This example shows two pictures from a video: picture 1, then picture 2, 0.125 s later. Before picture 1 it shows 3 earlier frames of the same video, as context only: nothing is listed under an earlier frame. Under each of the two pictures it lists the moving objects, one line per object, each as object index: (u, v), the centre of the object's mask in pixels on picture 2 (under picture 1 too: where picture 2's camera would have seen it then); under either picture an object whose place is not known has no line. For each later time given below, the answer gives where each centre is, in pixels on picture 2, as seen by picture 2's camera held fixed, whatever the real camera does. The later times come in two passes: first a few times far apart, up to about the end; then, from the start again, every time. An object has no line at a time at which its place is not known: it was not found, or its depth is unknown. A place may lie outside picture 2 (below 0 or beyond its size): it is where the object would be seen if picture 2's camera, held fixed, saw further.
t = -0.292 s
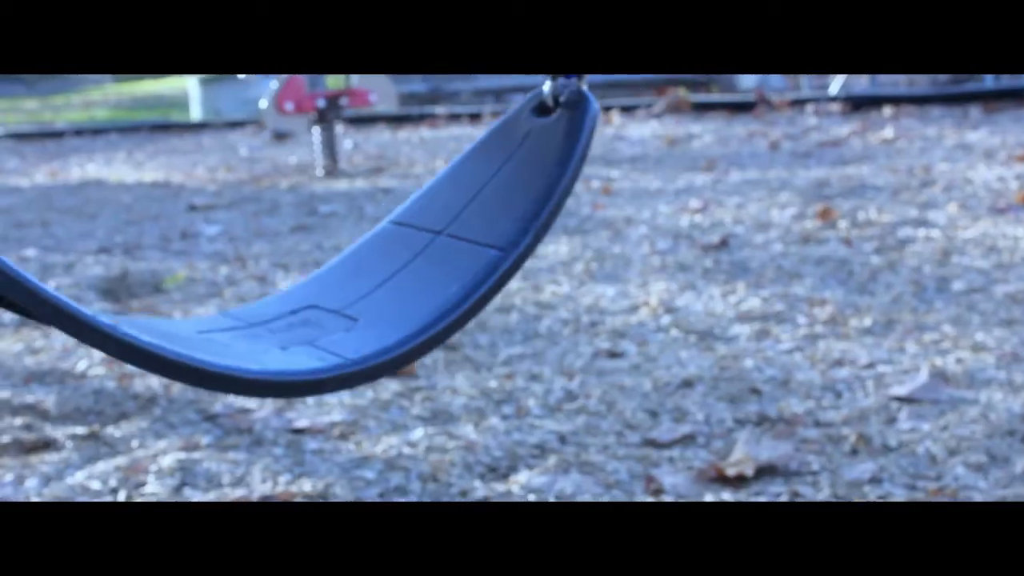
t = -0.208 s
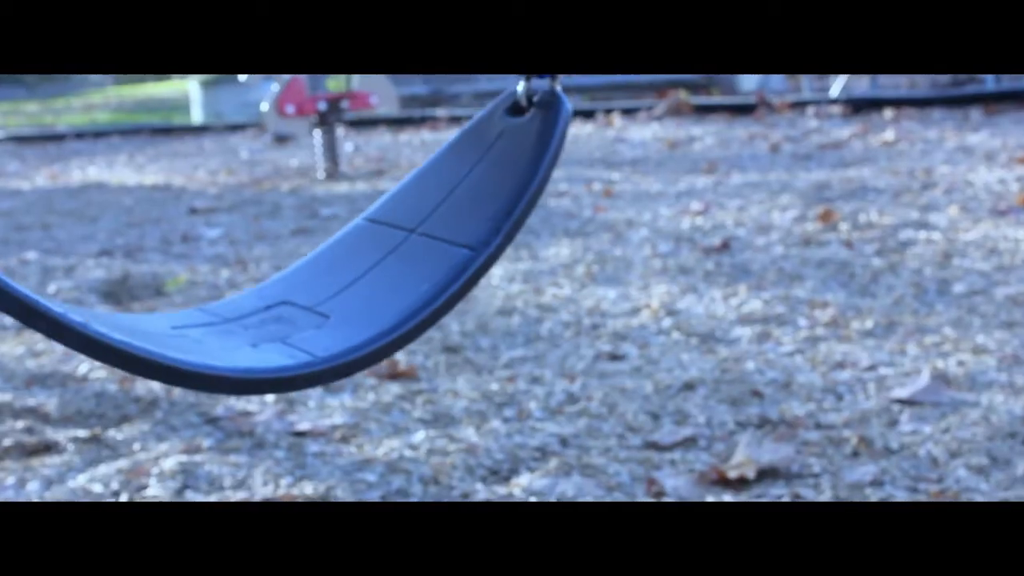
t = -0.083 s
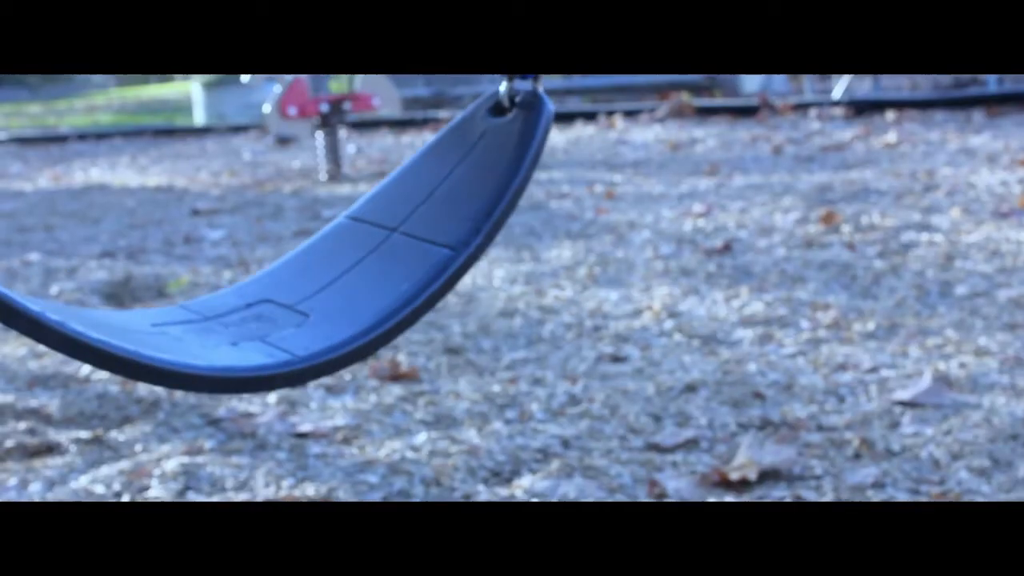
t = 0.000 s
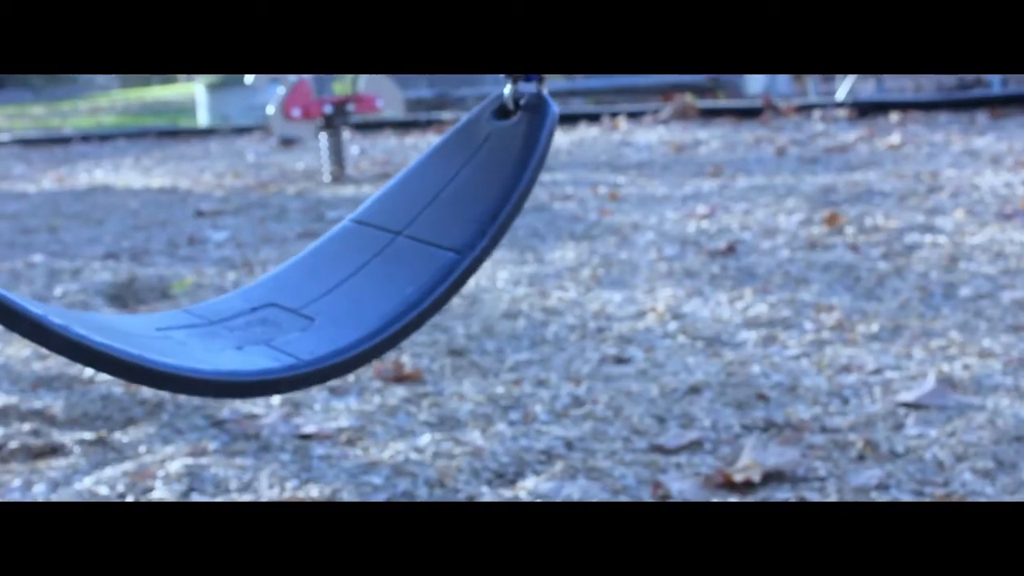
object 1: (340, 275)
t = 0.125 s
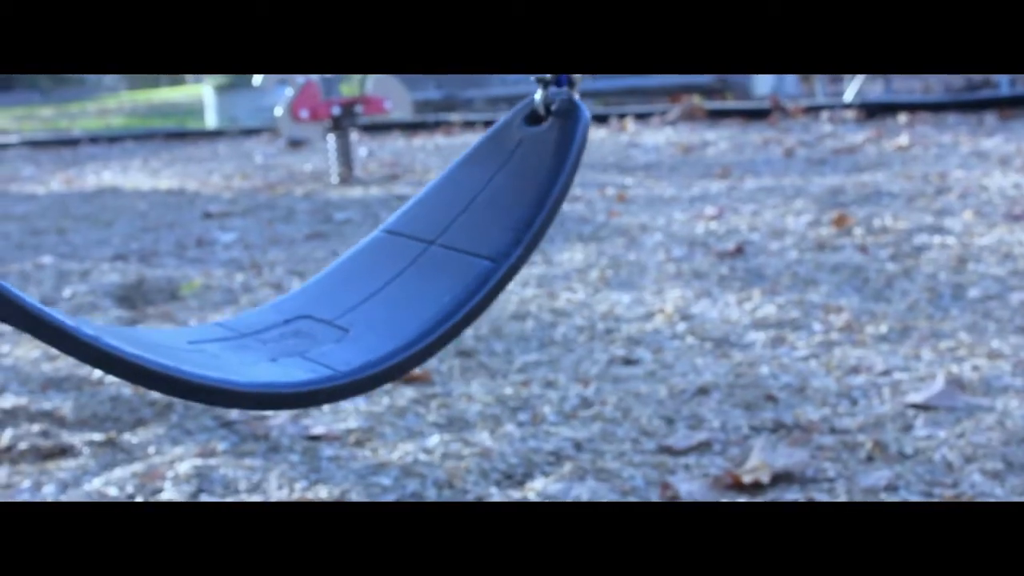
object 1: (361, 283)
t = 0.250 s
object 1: (402, 294)
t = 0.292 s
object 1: (416, 298)
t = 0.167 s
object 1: (374, 286)
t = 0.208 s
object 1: (386, 290)
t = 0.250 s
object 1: (402, 294)
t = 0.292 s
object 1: (416, 298)
